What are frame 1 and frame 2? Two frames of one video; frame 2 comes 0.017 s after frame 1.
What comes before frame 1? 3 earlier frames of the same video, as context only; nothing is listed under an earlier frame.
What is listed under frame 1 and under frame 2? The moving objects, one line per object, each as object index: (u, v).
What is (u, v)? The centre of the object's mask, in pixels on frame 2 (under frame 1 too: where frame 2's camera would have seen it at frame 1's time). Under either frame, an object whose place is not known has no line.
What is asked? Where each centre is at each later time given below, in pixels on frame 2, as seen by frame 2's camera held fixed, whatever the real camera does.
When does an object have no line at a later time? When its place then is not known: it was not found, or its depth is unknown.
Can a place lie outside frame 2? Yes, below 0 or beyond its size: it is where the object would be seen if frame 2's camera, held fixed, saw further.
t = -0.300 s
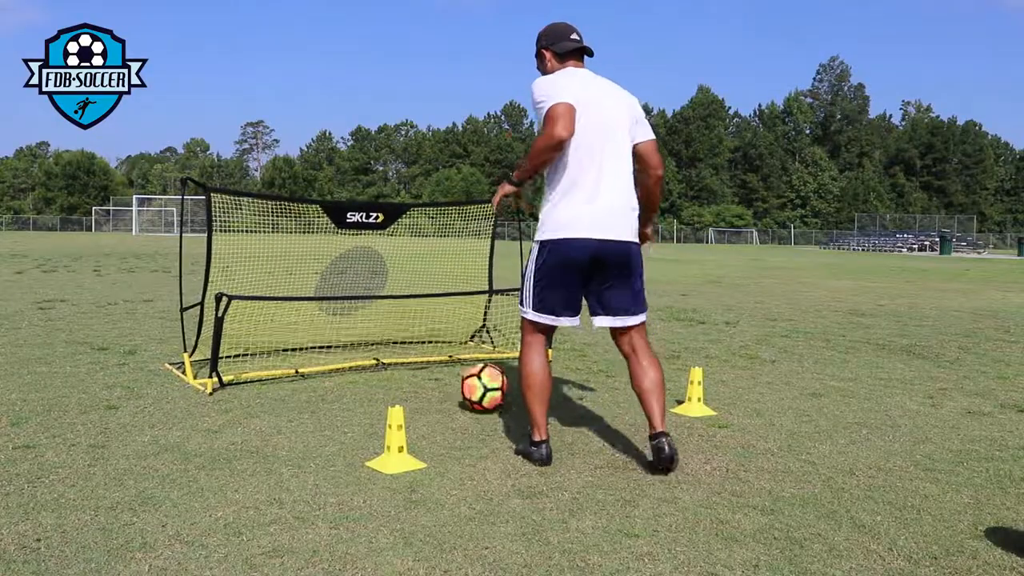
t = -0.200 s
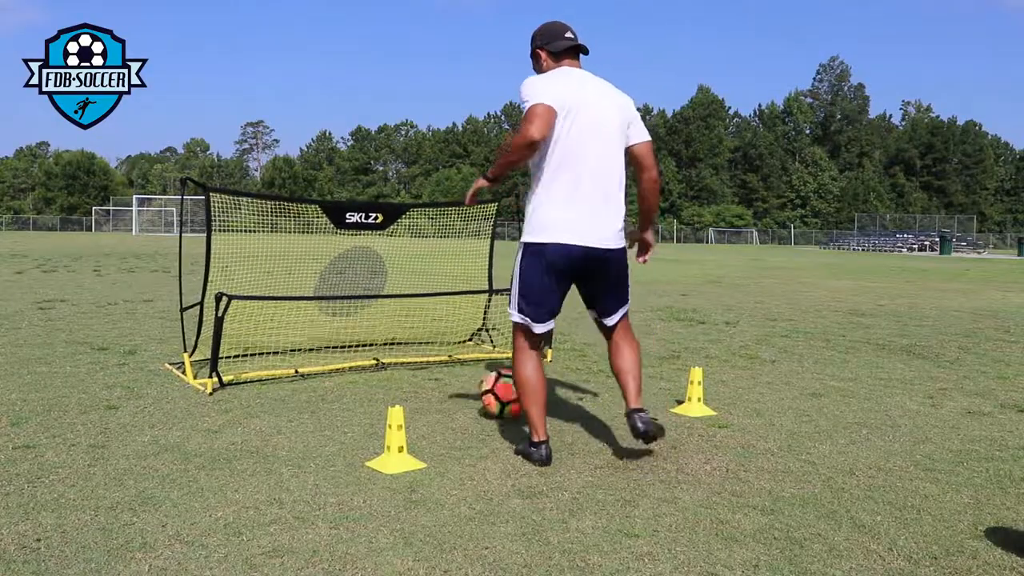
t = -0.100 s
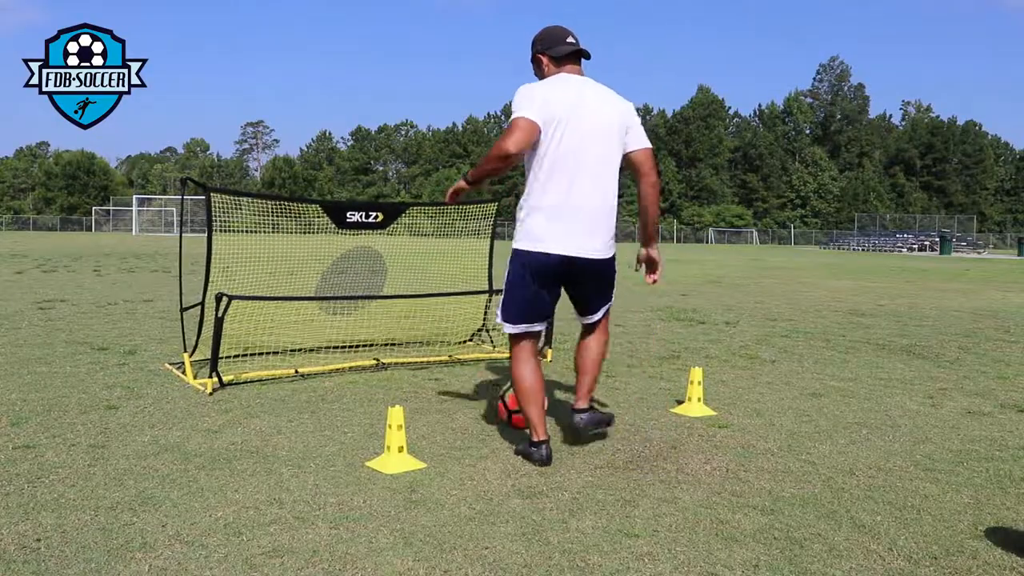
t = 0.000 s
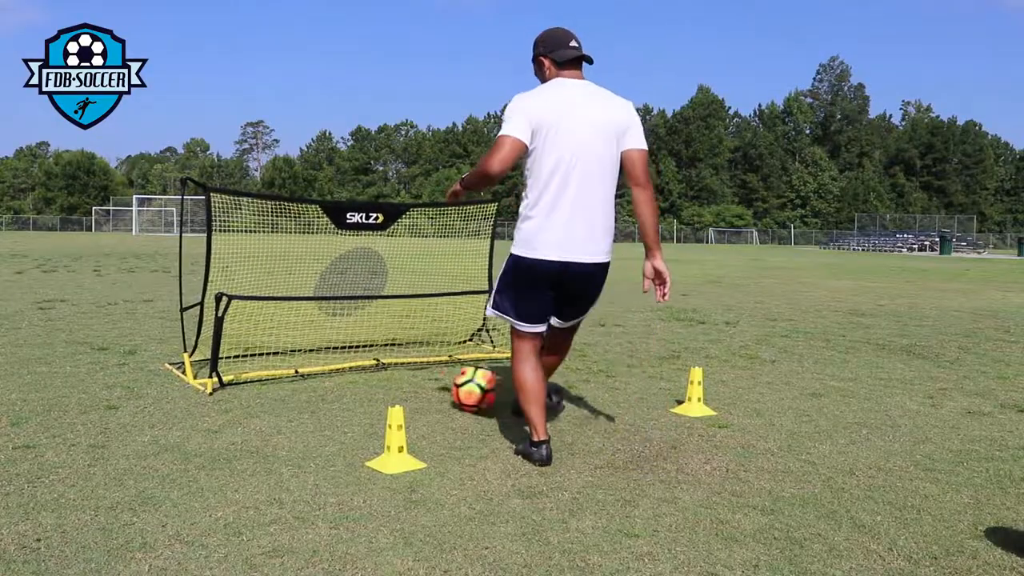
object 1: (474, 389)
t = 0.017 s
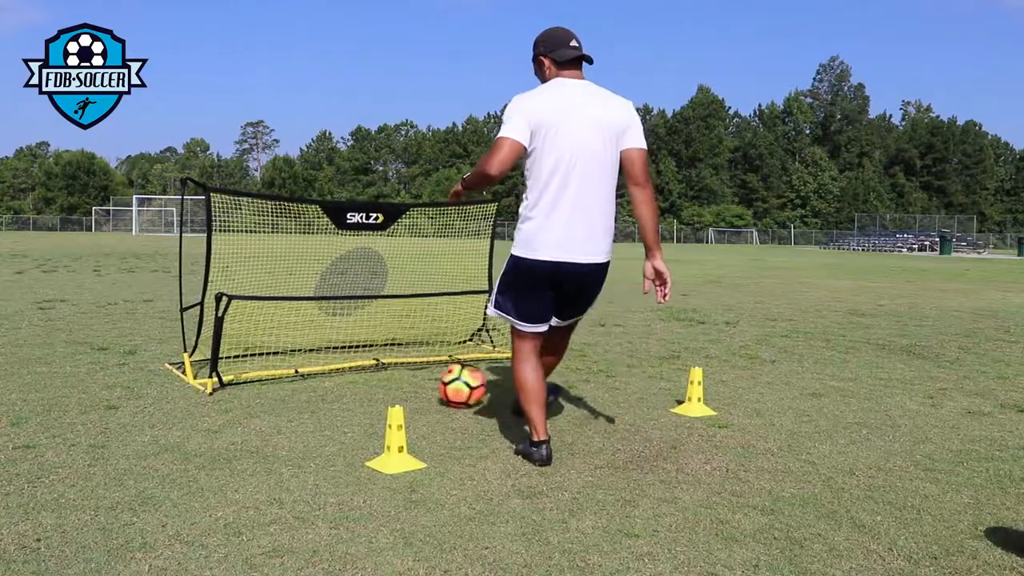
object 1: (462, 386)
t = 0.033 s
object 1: (450, 382)
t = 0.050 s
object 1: (439, 379)
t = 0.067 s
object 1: (428, 376)
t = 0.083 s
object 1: (418, 372)
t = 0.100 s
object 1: (408, 369)
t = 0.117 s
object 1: (398, 366)
